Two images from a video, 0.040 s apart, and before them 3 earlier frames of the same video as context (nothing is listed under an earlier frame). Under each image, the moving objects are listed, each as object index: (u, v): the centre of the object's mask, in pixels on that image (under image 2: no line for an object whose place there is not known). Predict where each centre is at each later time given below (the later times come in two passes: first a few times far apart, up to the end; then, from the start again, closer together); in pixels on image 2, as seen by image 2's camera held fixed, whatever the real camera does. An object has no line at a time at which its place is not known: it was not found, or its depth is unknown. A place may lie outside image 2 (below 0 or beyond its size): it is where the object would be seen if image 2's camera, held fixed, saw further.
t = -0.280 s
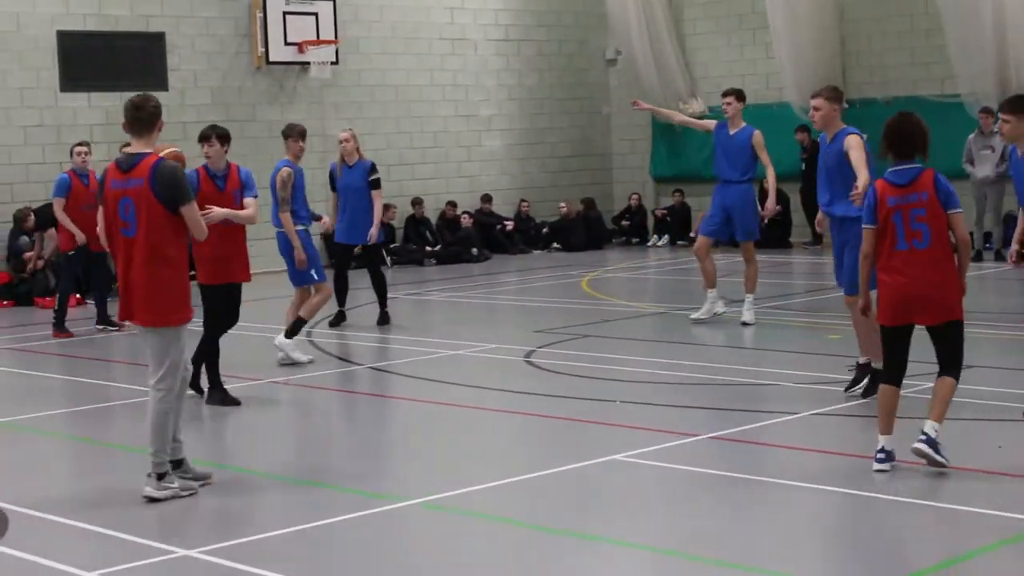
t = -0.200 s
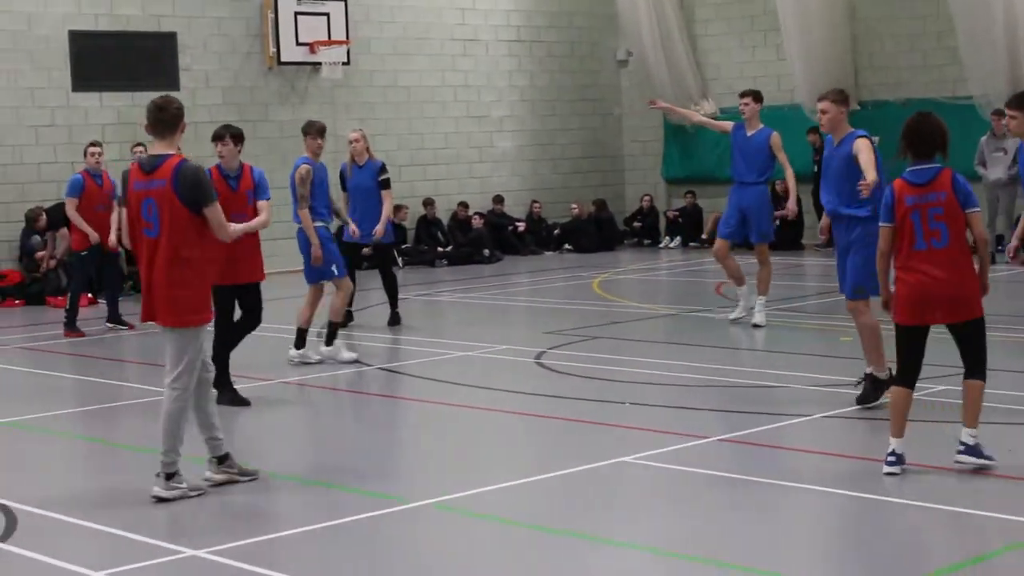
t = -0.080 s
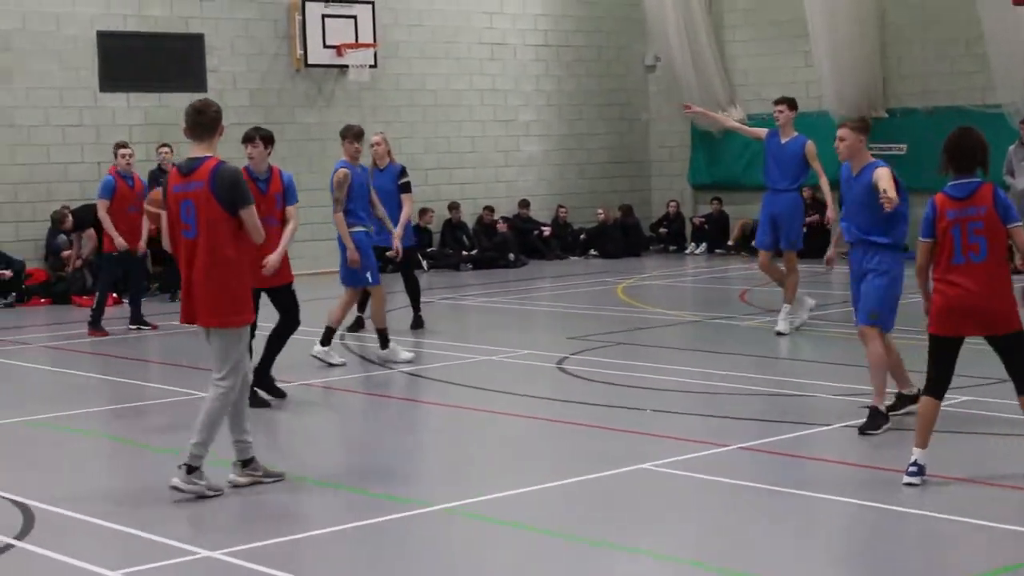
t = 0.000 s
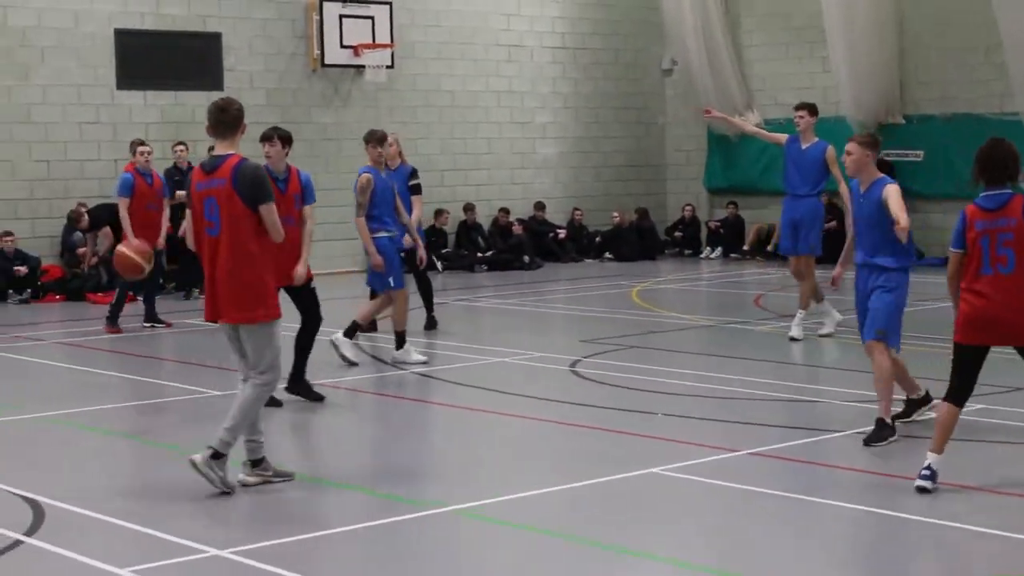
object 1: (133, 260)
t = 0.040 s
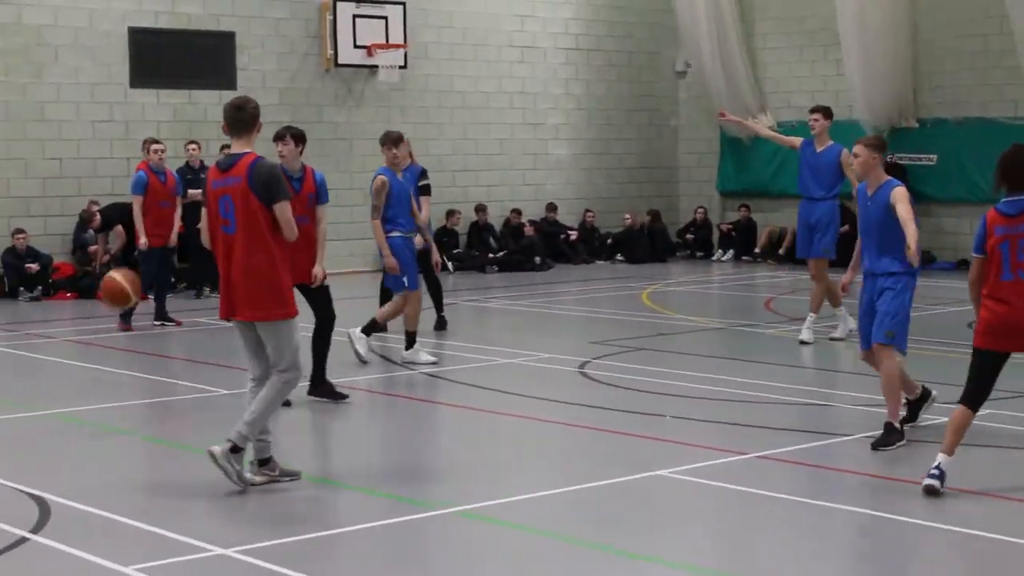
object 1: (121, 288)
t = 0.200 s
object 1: (29, 409)
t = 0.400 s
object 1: (-50, 282)
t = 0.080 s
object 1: (96, 324)
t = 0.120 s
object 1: (71, 364)
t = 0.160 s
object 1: (46, 407)
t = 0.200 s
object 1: (29, 409)
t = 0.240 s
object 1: (15, 380)
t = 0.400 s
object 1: (-50, 282)
